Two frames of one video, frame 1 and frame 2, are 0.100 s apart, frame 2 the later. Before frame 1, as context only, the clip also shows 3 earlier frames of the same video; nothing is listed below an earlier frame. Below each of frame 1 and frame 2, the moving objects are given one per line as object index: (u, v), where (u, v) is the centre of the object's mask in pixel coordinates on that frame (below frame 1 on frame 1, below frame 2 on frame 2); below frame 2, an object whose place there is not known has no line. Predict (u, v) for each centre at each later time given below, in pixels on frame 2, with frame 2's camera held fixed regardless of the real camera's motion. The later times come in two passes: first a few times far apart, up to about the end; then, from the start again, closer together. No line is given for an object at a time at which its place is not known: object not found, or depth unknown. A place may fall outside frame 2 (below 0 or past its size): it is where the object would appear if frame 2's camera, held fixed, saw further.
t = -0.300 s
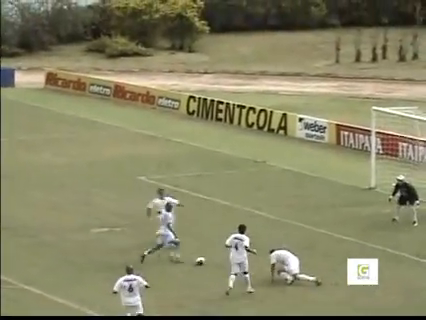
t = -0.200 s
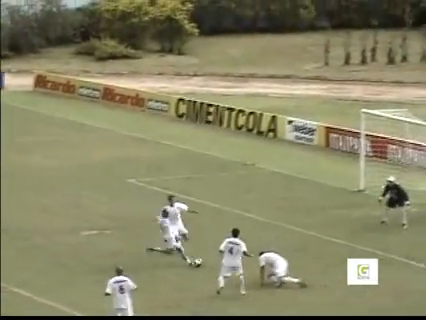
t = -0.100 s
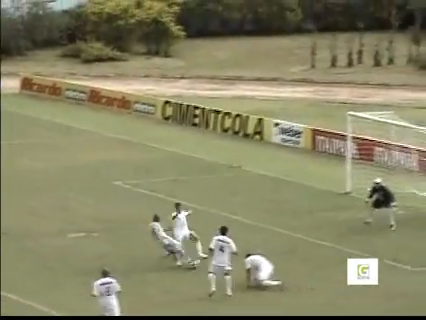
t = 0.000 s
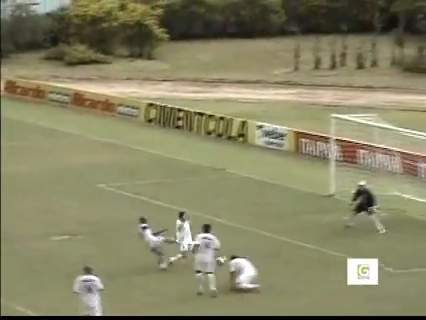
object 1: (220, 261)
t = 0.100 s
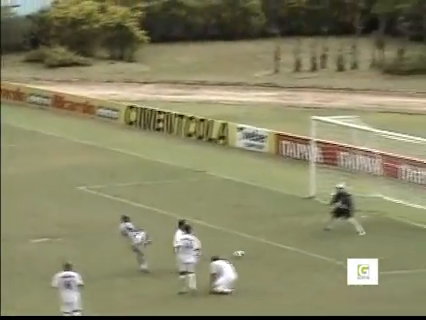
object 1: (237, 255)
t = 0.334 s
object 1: (328, 258)
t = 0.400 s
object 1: (355, 264)
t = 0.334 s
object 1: (328, 258)
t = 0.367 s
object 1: (342, 261)
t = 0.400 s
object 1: (355, 264)
